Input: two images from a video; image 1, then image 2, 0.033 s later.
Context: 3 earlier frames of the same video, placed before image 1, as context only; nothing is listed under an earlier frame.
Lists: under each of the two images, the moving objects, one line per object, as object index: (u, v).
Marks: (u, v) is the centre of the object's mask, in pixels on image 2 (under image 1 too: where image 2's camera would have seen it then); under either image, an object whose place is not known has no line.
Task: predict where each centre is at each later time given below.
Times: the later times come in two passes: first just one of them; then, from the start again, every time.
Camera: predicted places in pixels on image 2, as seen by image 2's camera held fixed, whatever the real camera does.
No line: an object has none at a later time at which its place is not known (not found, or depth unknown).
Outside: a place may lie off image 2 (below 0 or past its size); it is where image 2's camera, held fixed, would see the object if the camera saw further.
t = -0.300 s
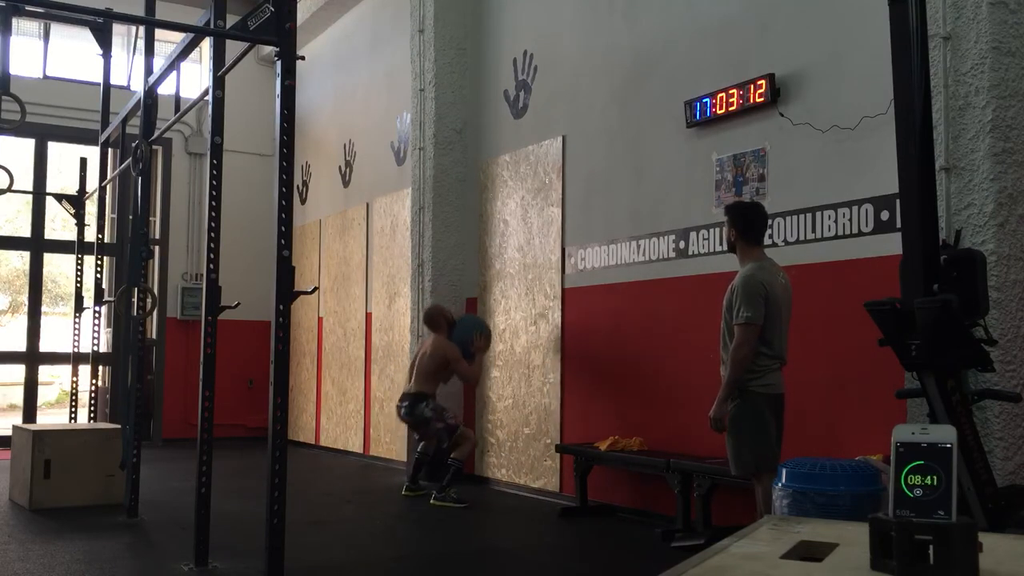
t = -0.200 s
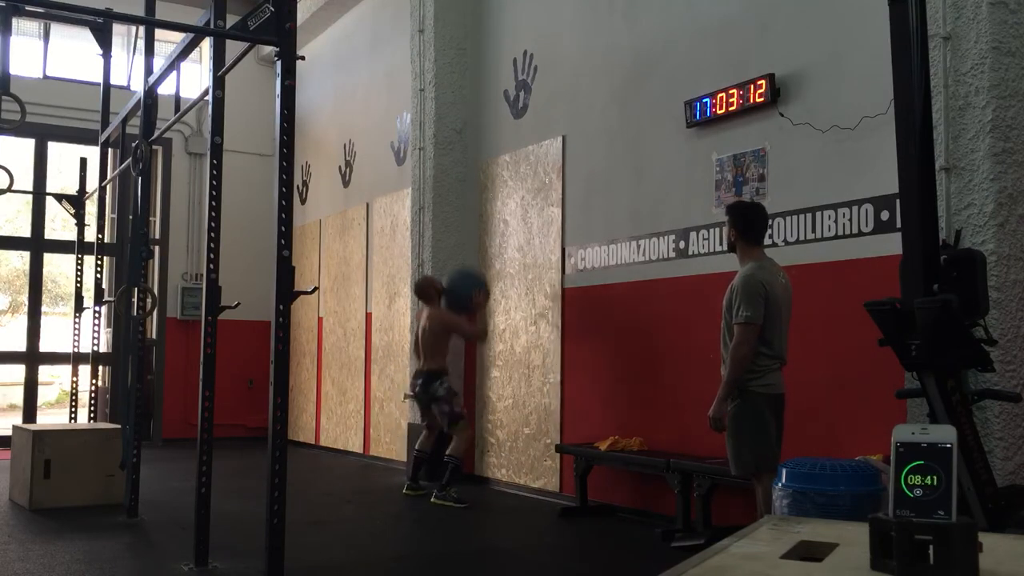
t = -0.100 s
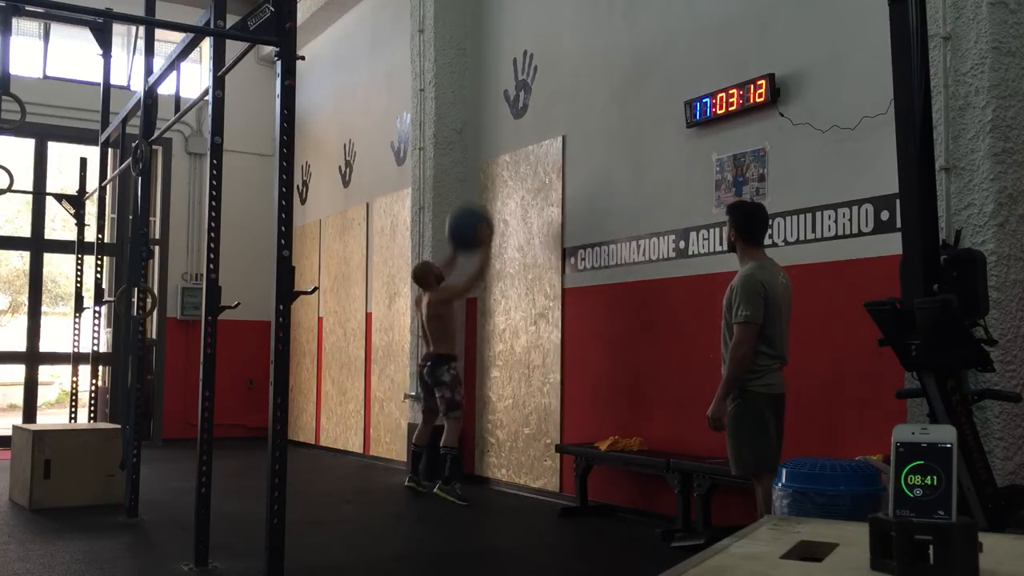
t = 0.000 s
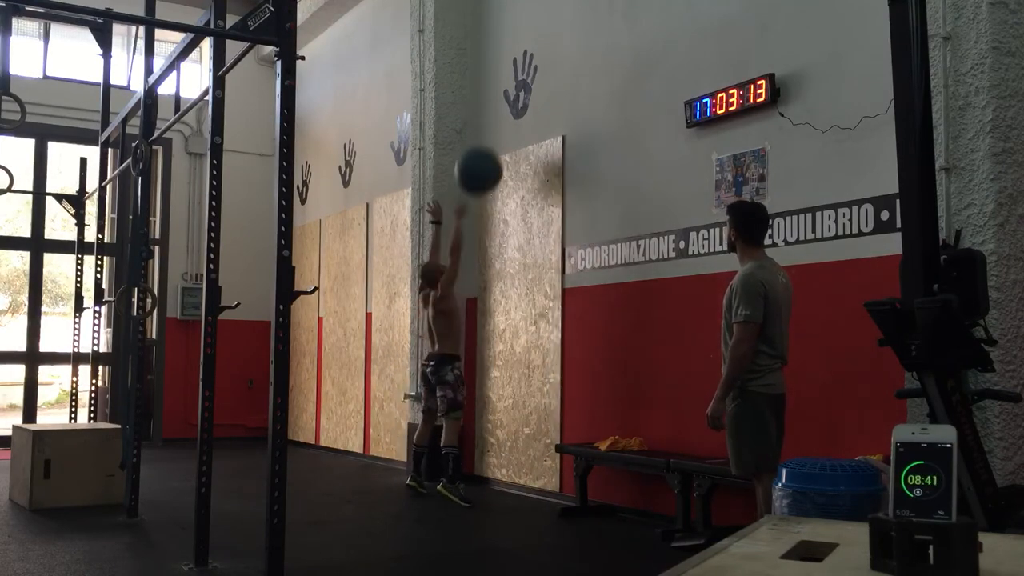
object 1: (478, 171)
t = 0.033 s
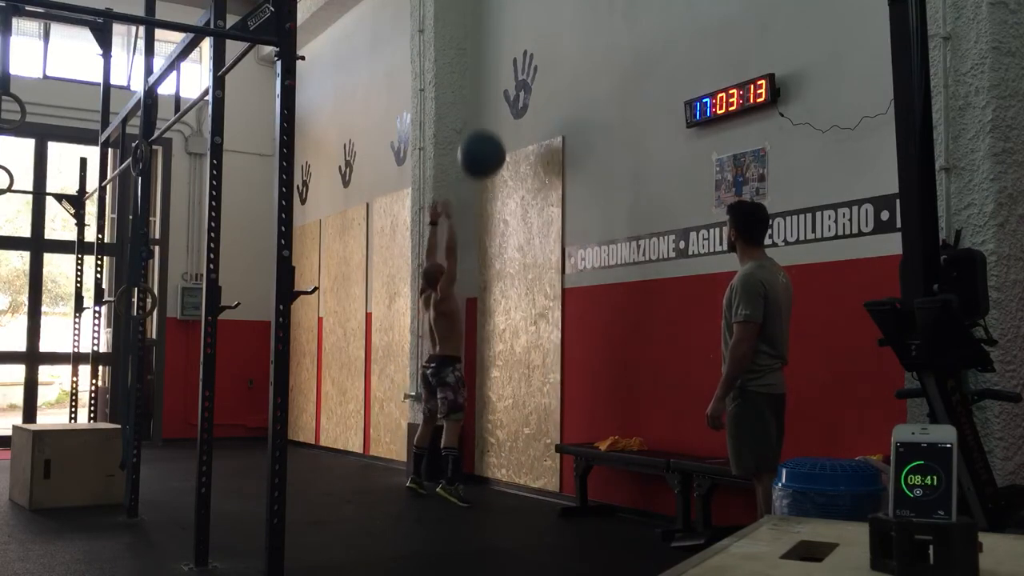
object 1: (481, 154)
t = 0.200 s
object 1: (496, 98)
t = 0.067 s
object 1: (485, 140)
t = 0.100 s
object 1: (488, 127)
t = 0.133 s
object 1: (490, 116)
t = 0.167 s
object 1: (494, 106)
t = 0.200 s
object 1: (496, 98)
